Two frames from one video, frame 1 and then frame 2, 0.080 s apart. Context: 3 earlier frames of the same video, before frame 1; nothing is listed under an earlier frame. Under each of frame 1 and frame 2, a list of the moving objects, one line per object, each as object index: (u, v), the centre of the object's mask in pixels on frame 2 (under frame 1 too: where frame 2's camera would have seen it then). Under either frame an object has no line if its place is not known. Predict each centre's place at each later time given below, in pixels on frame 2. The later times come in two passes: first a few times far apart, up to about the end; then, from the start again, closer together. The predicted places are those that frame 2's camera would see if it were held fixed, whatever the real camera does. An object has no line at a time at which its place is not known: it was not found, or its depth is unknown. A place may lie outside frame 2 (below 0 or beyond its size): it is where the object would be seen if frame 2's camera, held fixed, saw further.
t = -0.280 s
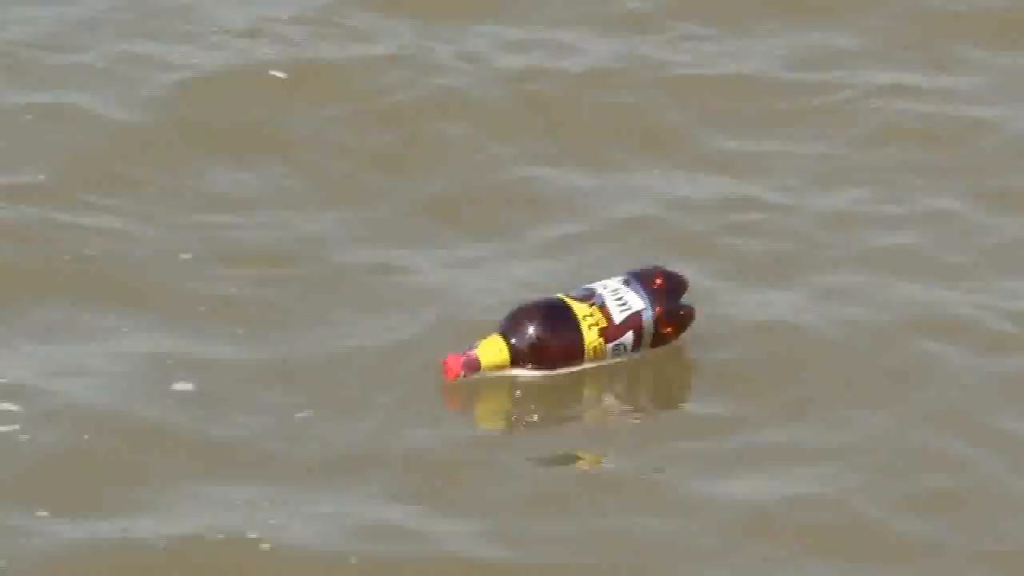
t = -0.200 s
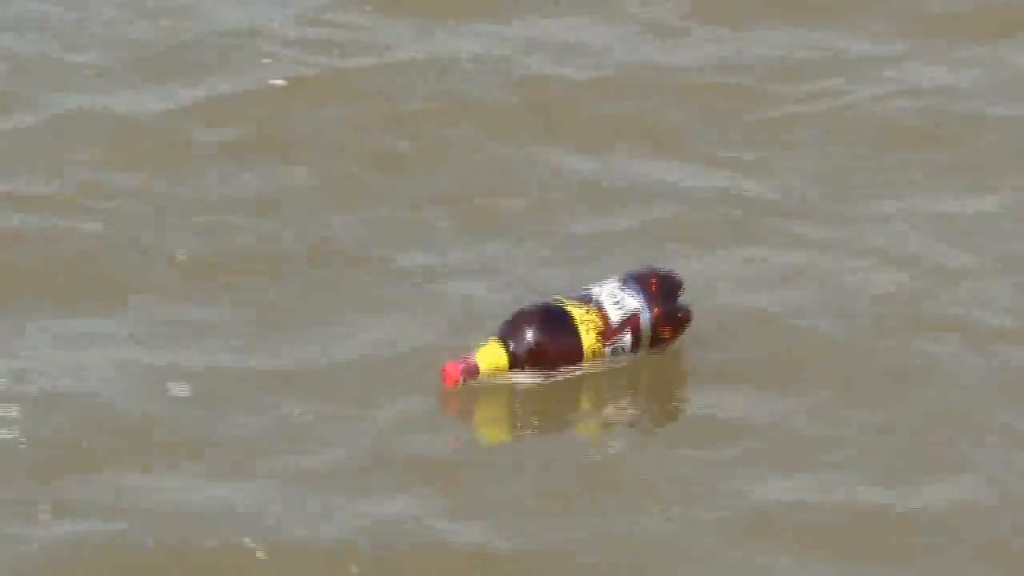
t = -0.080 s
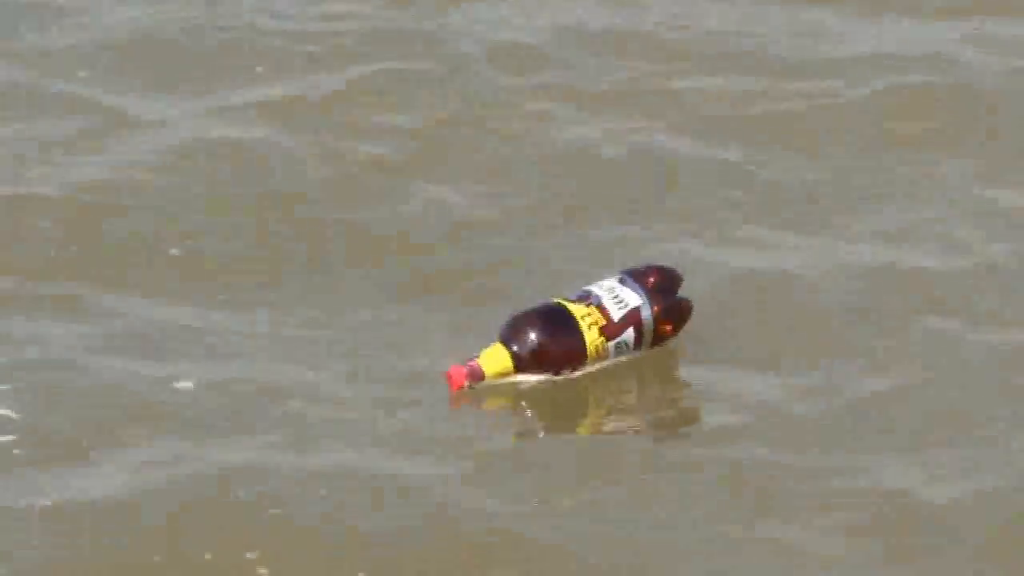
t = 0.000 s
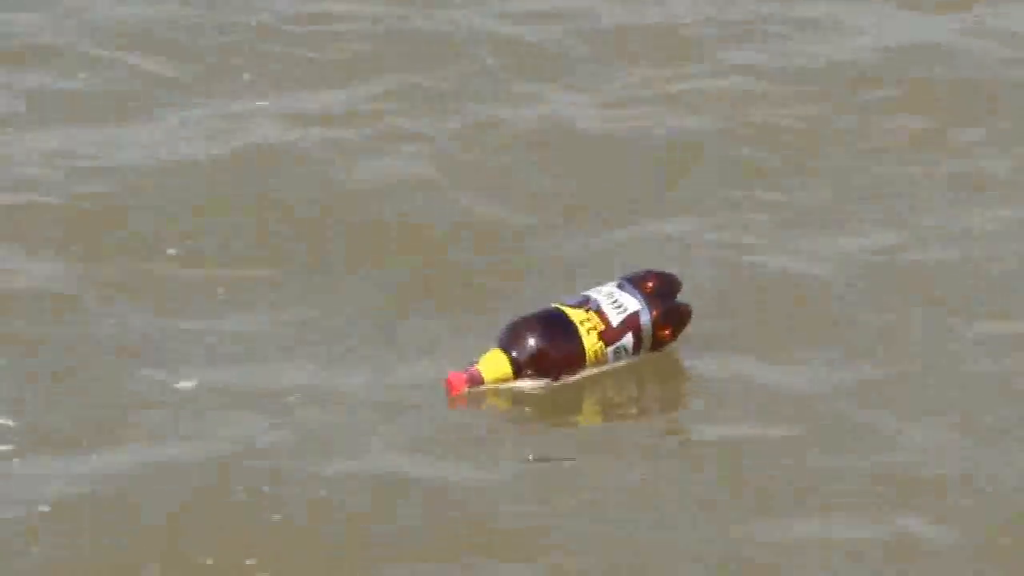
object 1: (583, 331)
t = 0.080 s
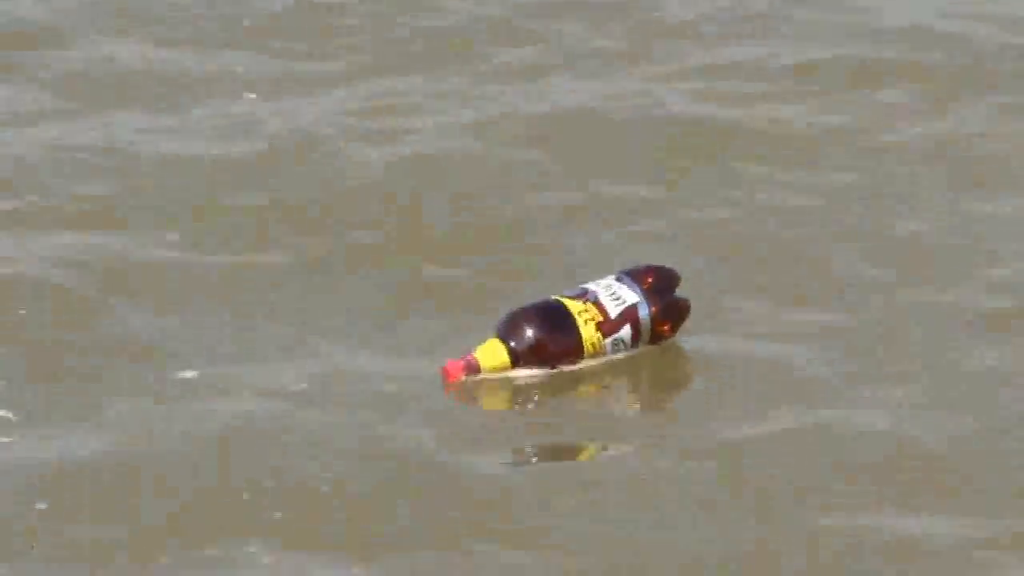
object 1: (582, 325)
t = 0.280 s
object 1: (569, 319)
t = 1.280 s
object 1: (586, 297)
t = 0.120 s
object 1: (579, 325)
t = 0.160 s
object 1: (572, 320)
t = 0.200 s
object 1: (571, 320)
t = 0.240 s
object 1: (571, 320)
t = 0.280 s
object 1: (569, 319)
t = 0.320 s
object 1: (571, 315)
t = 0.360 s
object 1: (569, 309)
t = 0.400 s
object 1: (567, 307)
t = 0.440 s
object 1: (571, 307)
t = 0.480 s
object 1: (572, 303)
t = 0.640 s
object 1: (577, 297)
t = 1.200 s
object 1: (581, 296)
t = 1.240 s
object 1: (584, 294)
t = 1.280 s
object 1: (586, 297)
